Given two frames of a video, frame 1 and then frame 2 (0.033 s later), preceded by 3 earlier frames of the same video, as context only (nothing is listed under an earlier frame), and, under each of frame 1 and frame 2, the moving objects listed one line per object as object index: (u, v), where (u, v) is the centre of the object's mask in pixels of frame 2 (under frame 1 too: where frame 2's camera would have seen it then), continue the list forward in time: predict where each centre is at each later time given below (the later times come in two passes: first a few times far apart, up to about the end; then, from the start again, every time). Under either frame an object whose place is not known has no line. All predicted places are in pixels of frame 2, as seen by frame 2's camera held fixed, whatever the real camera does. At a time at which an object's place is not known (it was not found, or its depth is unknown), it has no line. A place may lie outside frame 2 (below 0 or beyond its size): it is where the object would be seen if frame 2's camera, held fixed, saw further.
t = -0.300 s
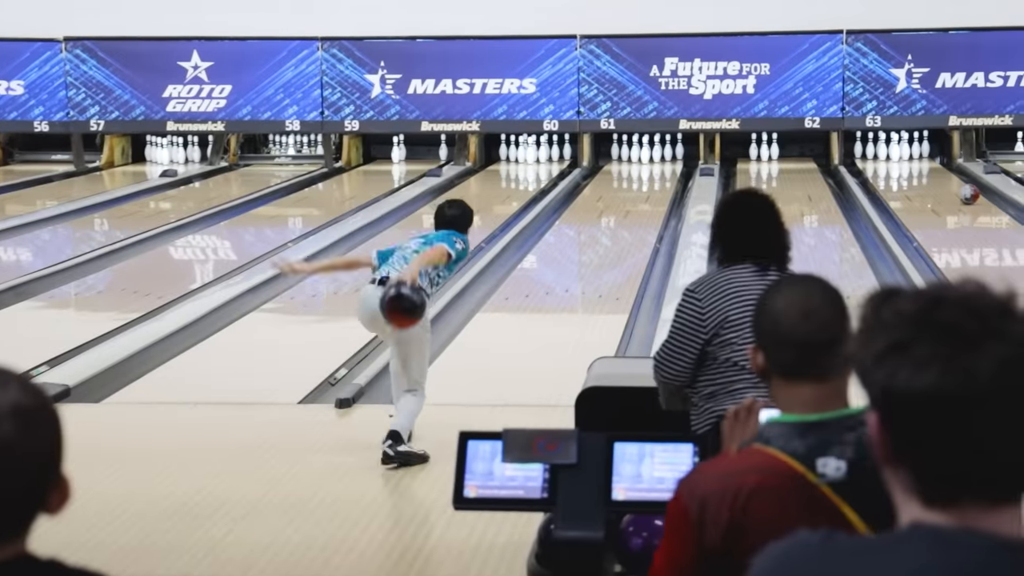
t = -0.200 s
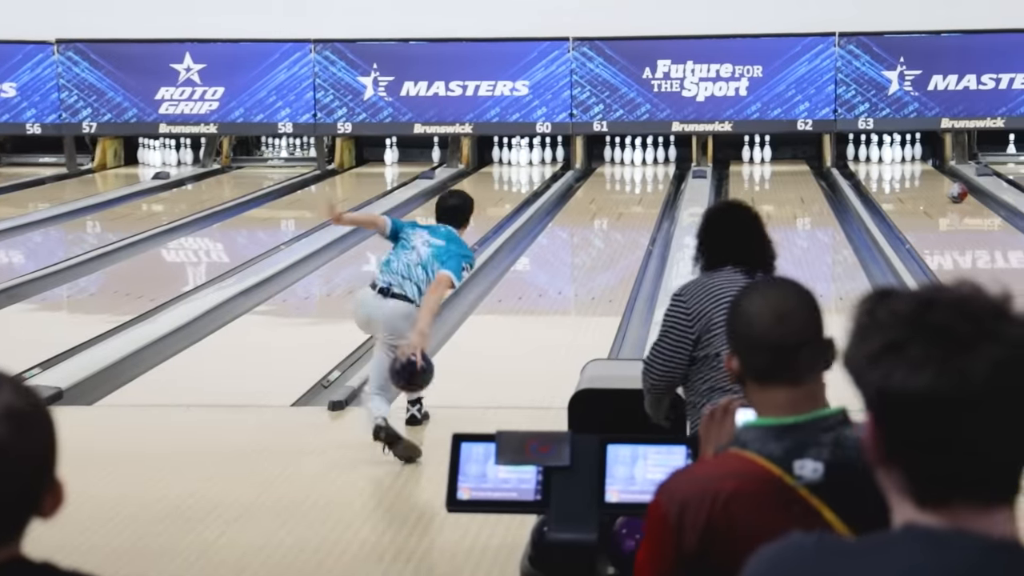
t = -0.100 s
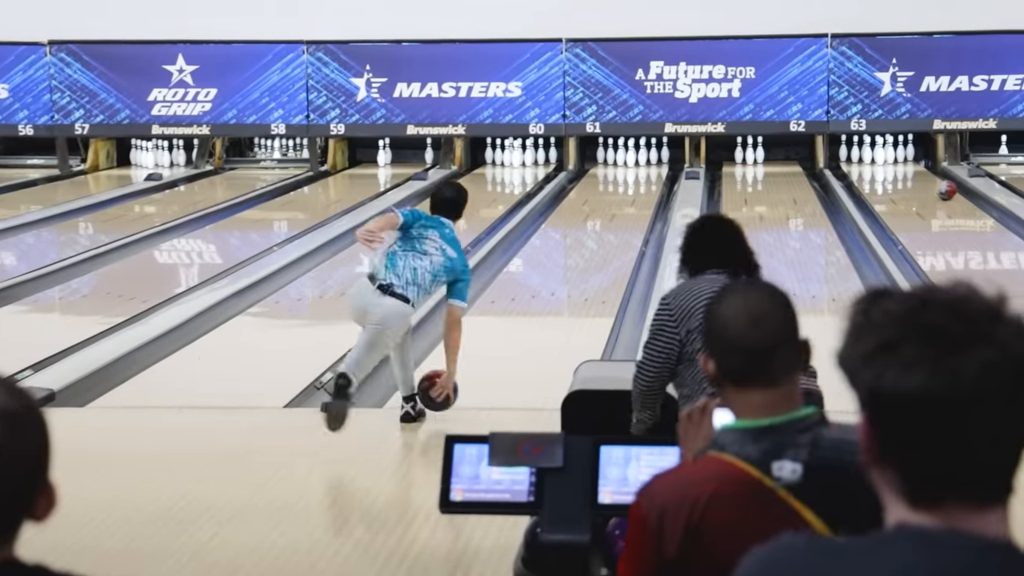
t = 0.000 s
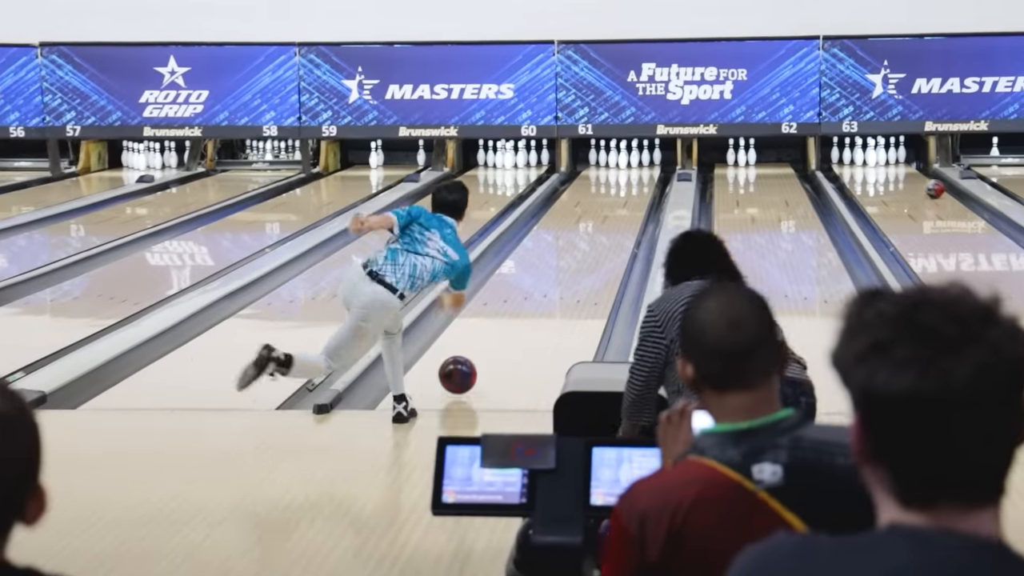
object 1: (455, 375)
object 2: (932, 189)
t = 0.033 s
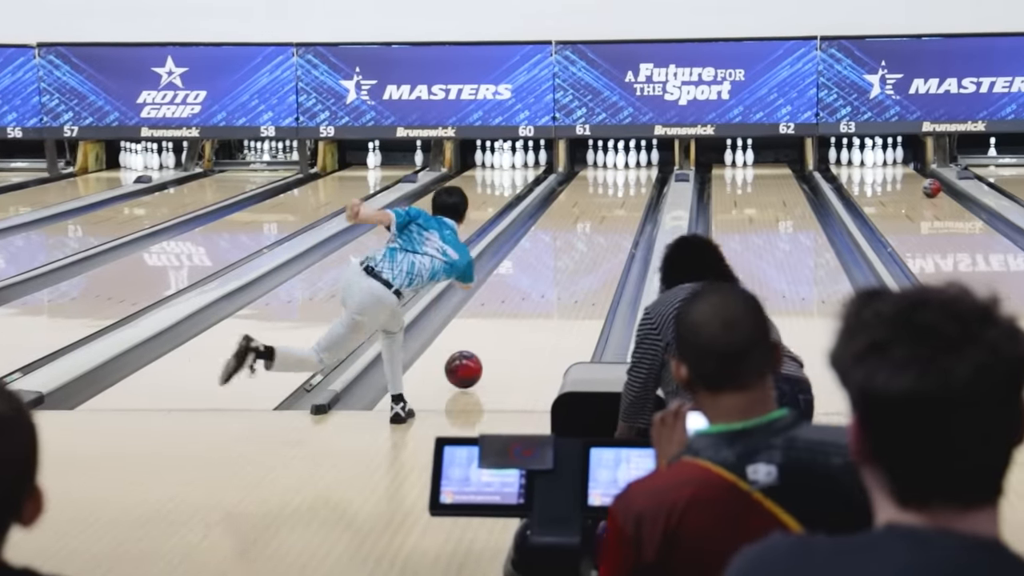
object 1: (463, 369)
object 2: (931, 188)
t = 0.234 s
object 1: (505, 331)
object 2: (927, 181)
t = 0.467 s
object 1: (542, 296)
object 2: (923, 175)
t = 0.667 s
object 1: (568, 271)
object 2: (920, 170)
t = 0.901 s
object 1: (591, 247)
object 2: (915, 167)
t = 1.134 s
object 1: (610, 228)
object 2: (913, 162)
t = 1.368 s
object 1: (624, 211)
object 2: (908, 159)
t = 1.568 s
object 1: (632, 199)
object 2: (907, 156)
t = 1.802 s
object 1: (637, 186)
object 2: (914, 158)
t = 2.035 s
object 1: (637, 177)
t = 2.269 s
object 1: (633, 168)
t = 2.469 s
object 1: (625, 162)
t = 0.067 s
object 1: (471, 363)
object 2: (930, 187)
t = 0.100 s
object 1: (478, 356)
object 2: (929, 186)
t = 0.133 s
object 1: (486, 350)
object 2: (929, 184)
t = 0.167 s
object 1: (492, 343)
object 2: (928, 183)
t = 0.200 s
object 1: (499, 337)
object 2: (927, 182)
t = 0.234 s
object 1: (505, 331)
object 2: (927, 181)
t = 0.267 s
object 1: (511, 326)
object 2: (926, 180)
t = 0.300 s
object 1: (517, 320)
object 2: (925, 179)
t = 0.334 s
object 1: (522, 315)
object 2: (924, 178)
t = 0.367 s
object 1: (528, 310)
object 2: (924, 178)
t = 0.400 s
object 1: (533, 305)
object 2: (923, 177)
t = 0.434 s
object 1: (538, 300)
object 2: (923, 175)
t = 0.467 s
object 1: (542, 296)
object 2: (923, 175)
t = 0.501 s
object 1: (547, 291)
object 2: (923, 174)
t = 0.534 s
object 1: (552, 287)
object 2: (921, 174)
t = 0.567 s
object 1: (556, 283)
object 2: (920, 172)
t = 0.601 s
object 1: (560, 279)
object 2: (919, 172)
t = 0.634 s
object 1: (564, 274)
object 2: (920, 171)
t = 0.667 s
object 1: (568, 271)
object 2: (920, 170)
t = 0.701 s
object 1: (571, 267)
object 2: (919, 170)
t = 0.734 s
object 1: (575, 263)
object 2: (919, 169)
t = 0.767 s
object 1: (578, 260)
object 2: (918, 169)
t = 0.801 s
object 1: (582, 256)
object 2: (918, 168)
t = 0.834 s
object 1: (585, 253)
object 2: (917, 166)
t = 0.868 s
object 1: (588, 250)
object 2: (916, 165)
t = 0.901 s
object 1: (591, 247)
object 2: (915, 167)
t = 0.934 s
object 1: (594, 244)
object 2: (916, 165)
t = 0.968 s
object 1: (597, 241)
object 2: (915, 165)
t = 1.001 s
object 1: (600, 238)
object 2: (914, 164)
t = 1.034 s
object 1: (602, 235)
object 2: (914, 164)
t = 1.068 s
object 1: (604, 233)
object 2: (913, 163)
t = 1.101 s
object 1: (607, 230)
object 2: (913, 163)
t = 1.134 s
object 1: (610, 228)
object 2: (913, 162)
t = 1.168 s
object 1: (612, 225)
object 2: (912, 161)
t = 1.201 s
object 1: (614, 223)
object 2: (911, 162)
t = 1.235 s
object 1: (616, 220)
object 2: (911, 161)
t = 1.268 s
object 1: (618, 218)
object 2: (910, 160)
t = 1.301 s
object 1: (620, 215)
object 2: (909, 160)
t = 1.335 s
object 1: (622, 213)
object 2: (909, 159)
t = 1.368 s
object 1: (624, 211)
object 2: (908, 159)
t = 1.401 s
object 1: (625, 209)
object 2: (908, 159)
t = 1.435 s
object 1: (627, 206)
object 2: (908, 158)
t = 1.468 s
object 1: (629, 204)
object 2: (907, 157)
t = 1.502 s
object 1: (630, 202)
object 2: (906, 156)
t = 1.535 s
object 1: (631, 200)
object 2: (905, 156)
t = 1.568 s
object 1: (632, 199)
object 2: (907, 156)
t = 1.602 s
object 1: (633, 197)
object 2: (906, 156)
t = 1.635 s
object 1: (634, 195)
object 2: (907, 155)
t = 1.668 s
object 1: (635, 193)
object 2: (908, 154)
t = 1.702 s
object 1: (636, 191)
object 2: (910, 154)
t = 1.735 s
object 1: (636, 190)
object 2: (911, 154)
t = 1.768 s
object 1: (637, 188)
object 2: (913, 157)
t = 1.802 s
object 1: (637, 186)
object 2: (914, 158)
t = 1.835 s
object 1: (638, 185)
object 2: (915, 159)
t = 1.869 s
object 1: (638, 183)
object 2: (914, 159)
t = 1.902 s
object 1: (638, 182)
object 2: (915, 160)
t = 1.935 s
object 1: (638, 181)
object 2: (913, 160)
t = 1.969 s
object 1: (638, 179)
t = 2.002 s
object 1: (638, 178)
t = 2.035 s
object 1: (637, 177)
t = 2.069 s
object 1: (637, 175)
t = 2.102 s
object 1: (636, 174)
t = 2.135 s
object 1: (636, 173)
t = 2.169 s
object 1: (635, 172)
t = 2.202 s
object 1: (634, 170)
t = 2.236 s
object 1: (633, 169)
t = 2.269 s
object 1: (633, 168)
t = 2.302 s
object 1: (631, 167)
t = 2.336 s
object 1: (630, 166)
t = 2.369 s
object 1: (629, 165)
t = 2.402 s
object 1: (627, 164)
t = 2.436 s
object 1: (626, 163)
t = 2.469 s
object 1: (625, 162)
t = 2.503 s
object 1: (625, 161)
